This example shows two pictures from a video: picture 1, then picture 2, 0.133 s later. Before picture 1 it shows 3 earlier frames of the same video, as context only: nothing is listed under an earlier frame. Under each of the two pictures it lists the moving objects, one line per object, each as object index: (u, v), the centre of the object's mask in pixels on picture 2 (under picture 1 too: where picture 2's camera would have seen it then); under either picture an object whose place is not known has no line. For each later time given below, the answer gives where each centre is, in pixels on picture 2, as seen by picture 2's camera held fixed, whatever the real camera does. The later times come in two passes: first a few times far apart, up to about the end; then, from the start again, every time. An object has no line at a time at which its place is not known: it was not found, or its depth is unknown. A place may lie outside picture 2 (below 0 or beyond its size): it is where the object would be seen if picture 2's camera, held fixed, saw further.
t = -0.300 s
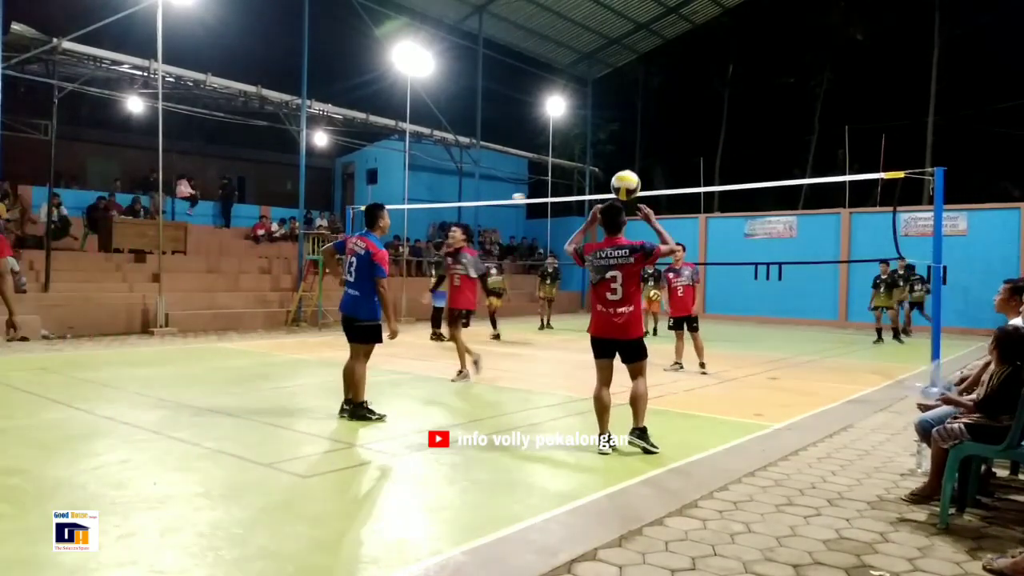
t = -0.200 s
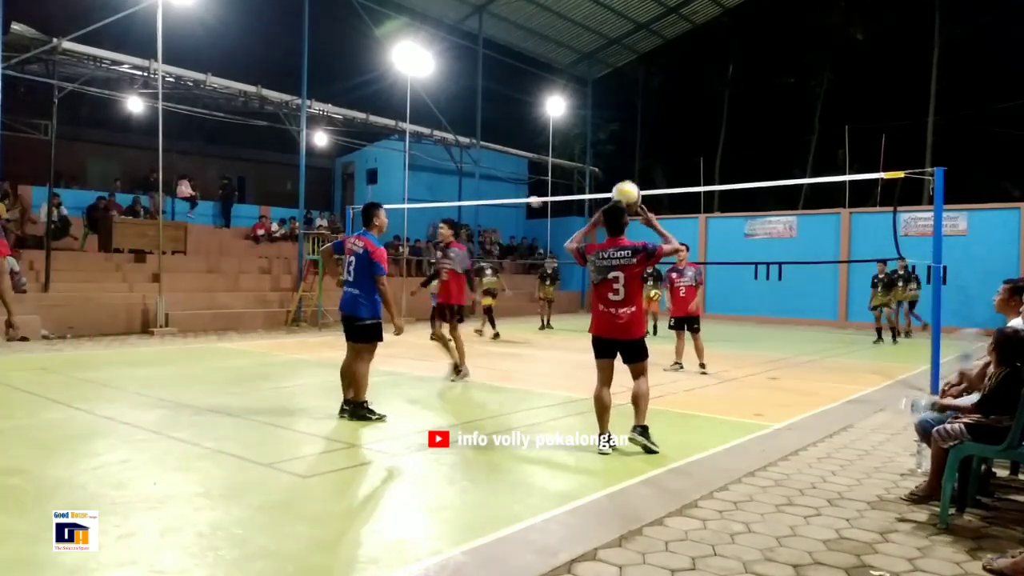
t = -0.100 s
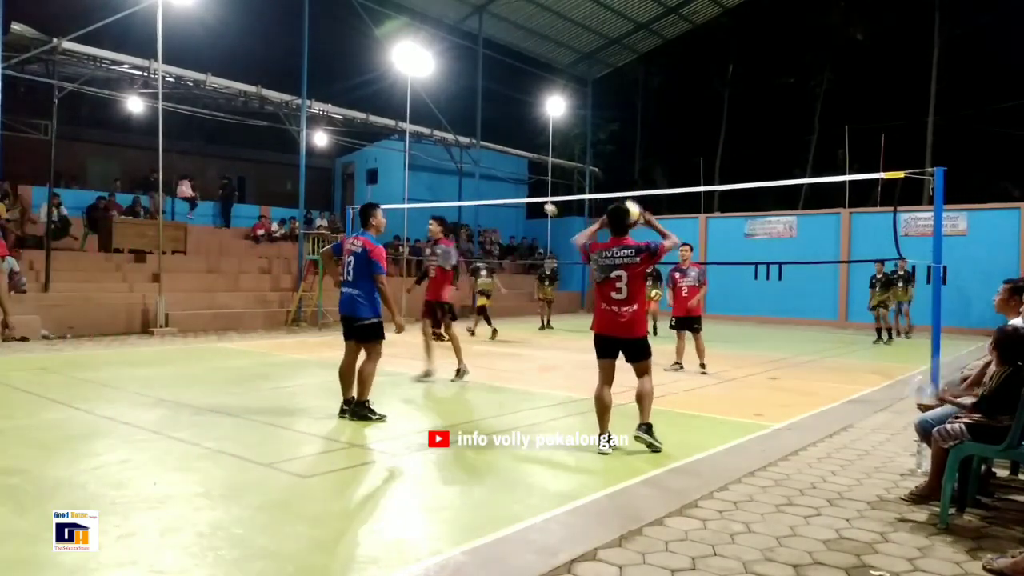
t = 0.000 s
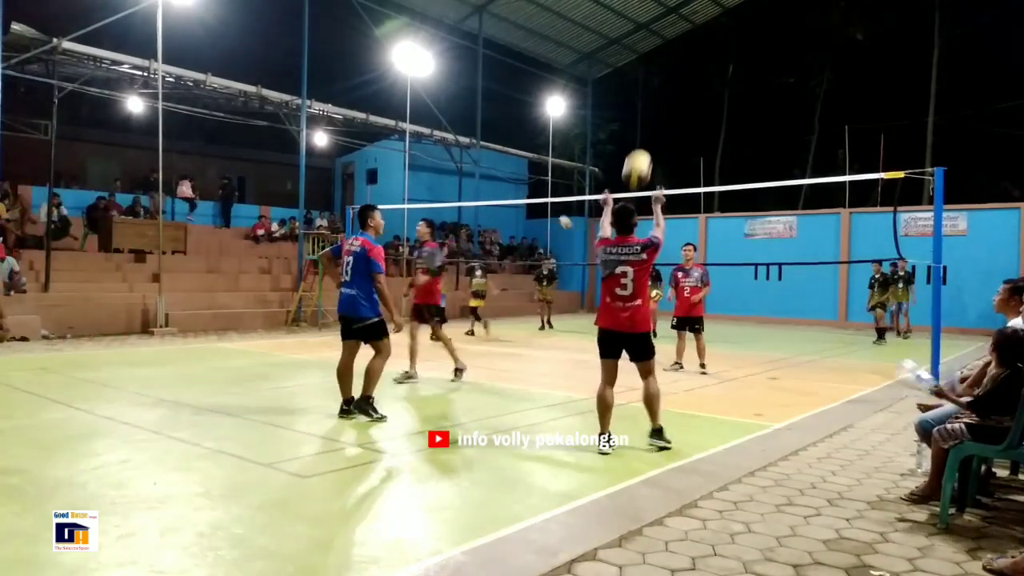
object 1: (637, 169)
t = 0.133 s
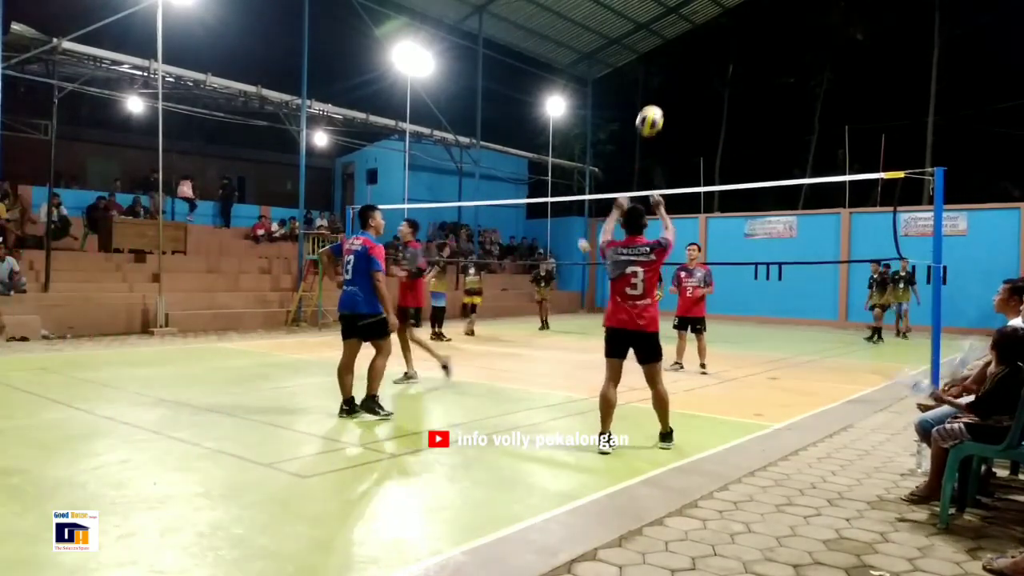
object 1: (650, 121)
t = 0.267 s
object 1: (659, 99)
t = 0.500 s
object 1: (672, 107)
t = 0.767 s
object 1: (681, 171)
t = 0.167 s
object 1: (652, 113)
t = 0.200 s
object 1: (655, 107)
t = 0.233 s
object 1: (657, 102)
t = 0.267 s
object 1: (659, 99)
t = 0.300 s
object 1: (661, 97)
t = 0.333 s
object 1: (663, 96)
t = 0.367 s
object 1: (665, 96)
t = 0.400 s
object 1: (667, 97)
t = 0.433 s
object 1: (668, 100)
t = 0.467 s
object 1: (670, 103)
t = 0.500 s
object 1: (672, 107)
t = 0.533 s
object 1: (673, 113)
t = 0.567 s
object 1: (674, 119)
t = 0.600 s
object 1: (676, 126)
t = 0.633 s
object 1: (677, 134)
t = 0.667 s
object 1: (678, 142)
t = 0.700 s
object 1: (679, 151)
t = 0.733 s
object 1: (680, 161)
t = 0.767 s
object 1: (681, 171)
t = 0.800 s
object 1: (681, 181)
